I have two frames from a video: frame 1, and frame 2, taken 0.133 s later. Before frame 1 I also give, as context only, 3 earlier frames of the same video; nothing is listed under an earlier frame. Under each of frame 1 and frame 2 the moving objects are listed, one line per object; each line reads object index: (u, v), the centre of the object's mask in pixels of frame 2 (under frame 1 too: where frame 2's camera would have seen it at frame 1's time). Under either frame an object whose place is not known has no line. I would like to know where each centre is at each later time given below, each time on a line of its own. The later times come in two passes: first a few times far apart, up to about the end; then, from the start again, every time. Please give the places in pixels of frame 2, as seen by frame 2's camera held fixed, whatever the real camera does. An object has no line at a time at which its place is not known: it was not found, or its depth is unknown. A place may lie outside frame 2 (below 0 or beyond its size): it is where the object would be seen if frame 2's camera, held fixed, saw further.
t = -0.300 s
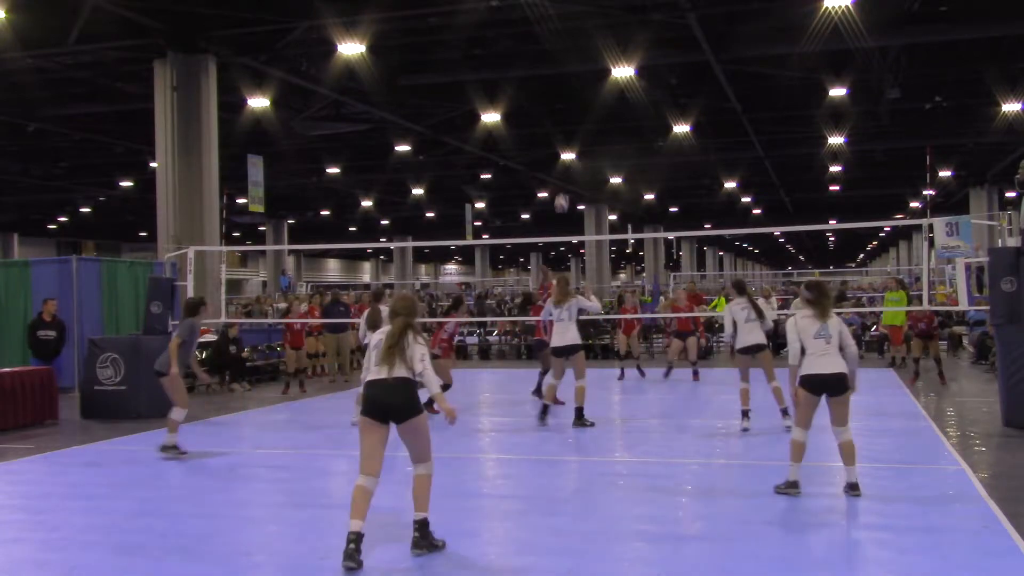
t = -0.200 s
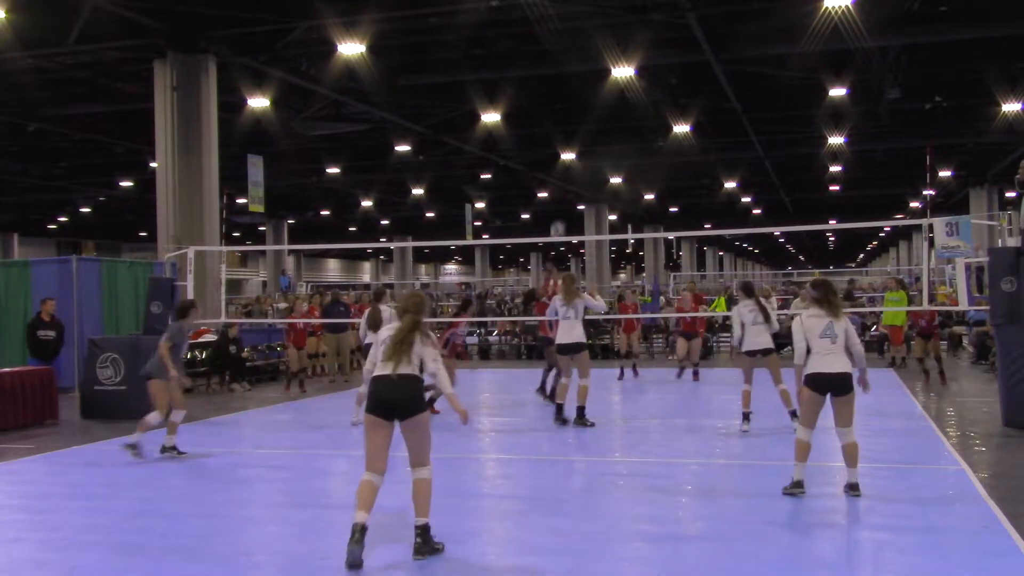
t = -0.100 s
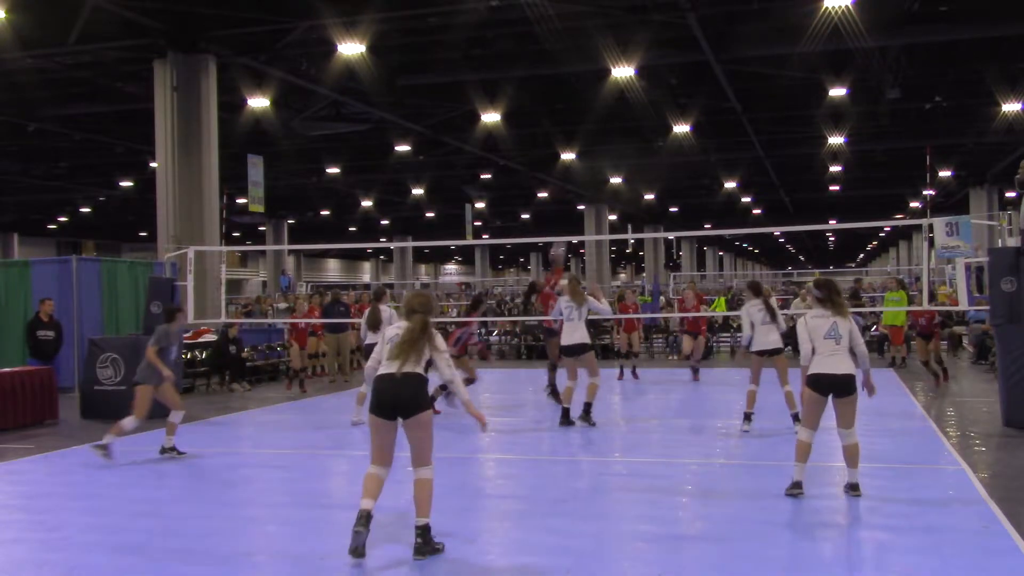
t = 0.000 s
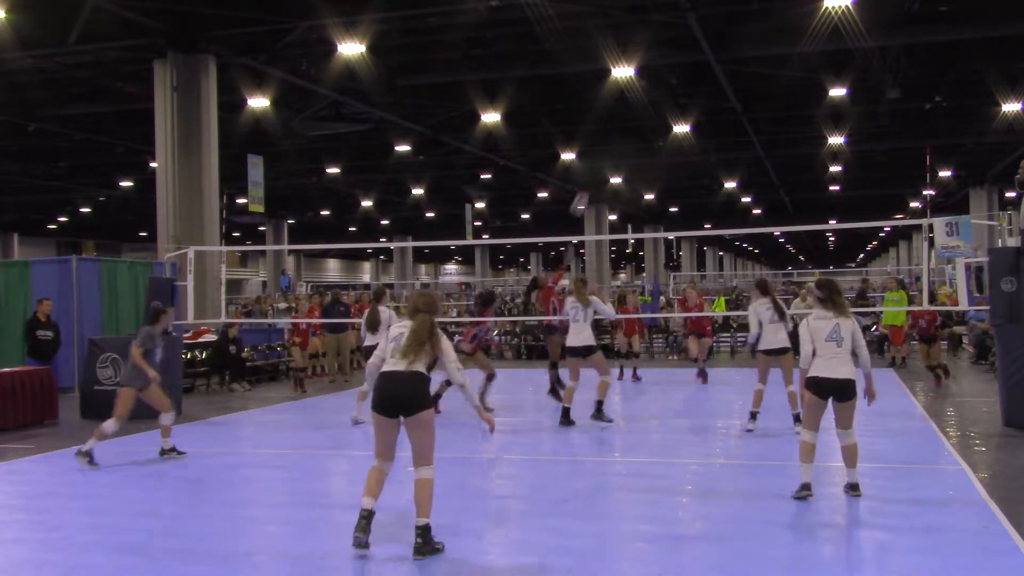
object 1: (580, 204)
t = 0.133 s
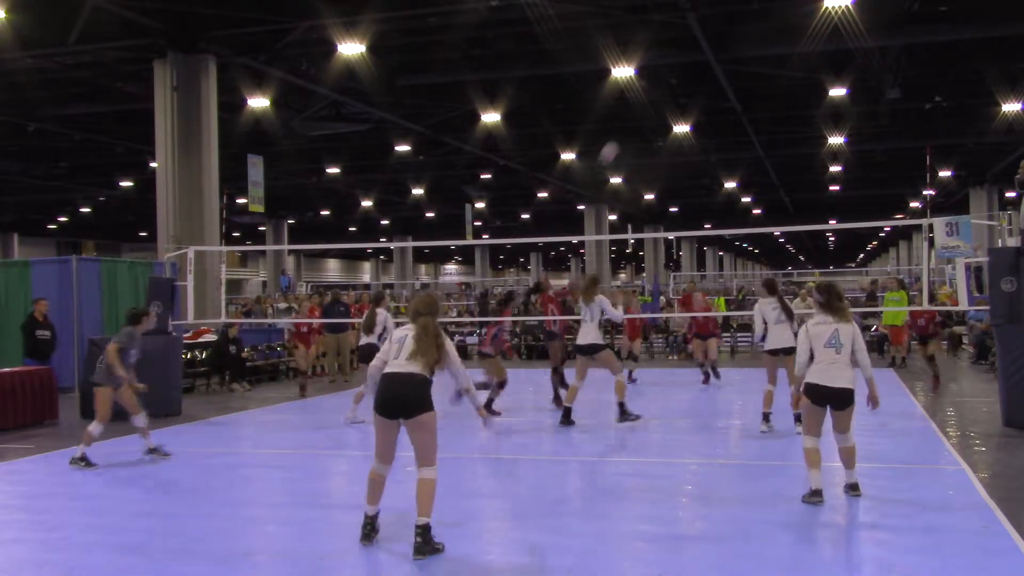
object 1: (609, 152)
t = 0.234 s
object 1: (631, 122)
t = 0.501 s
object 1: (690, 74)
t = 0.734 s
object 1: (743, 75)
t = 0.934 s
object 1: (789, 108)
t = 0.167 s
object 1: (616, 141)
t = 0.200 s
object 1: (623, 131)
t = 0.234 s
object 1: (631, 122)
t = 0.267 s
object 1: (638, 113)
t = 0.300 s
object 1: (645, 106)
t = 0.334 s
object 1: (653, 98)
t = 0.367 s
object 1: (660, 92)
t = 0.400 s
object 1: (668, 87)
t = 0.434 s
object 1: (676, 82)
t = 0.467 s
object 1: (683, 78)
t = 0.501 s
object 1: (690, 74)
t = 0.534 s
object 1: (698, 72)
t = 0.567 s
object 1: (705, 70)
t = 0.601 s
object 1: (712, 69)
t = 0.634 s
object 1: (720, 70)
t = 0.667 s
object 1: (728, 71)
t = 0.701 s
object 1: (736, 72)
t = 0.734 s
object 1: (743, 75)
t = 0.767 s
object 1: (751, 79)
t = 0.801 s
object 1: (758, 83)
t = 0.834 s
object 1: (766, 88)
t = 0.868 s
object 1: (773, 94)
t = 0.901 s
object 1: (781, 100)
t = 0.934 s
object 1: (789, 108)
